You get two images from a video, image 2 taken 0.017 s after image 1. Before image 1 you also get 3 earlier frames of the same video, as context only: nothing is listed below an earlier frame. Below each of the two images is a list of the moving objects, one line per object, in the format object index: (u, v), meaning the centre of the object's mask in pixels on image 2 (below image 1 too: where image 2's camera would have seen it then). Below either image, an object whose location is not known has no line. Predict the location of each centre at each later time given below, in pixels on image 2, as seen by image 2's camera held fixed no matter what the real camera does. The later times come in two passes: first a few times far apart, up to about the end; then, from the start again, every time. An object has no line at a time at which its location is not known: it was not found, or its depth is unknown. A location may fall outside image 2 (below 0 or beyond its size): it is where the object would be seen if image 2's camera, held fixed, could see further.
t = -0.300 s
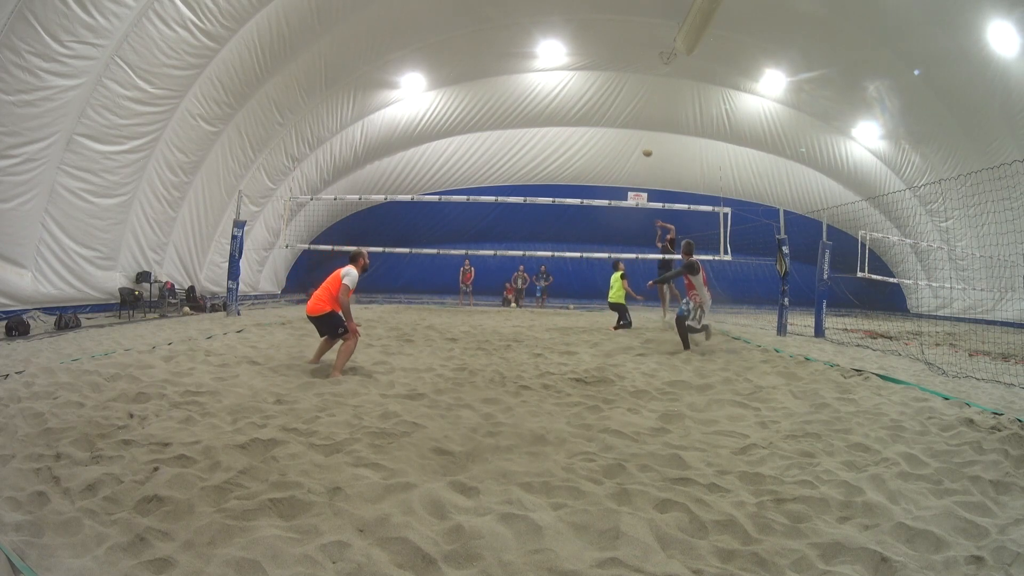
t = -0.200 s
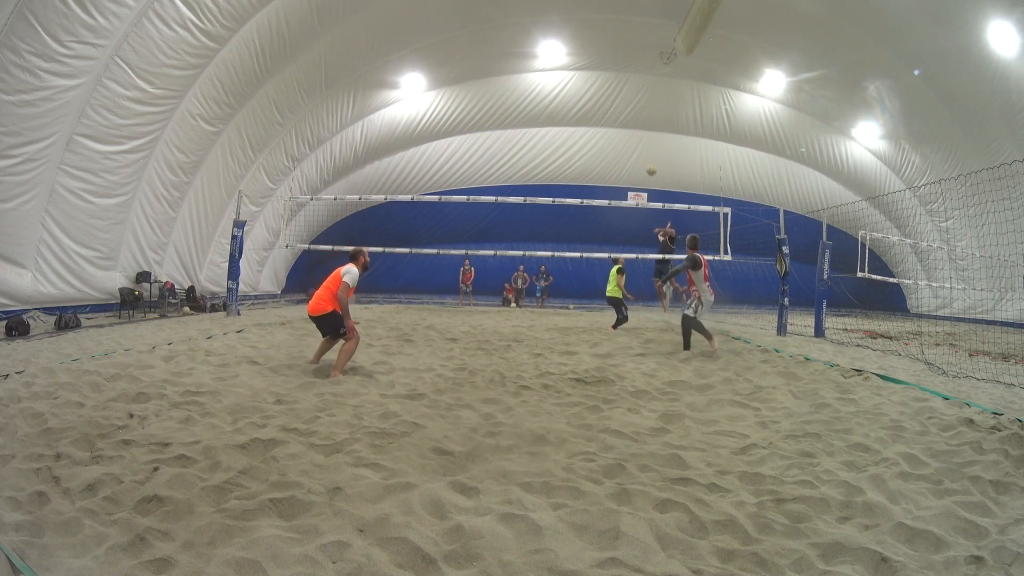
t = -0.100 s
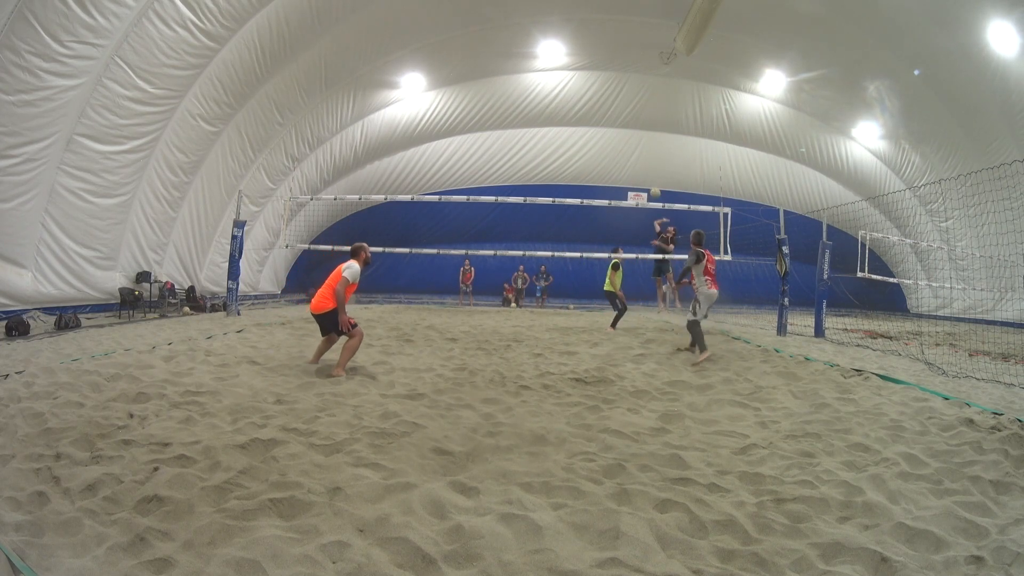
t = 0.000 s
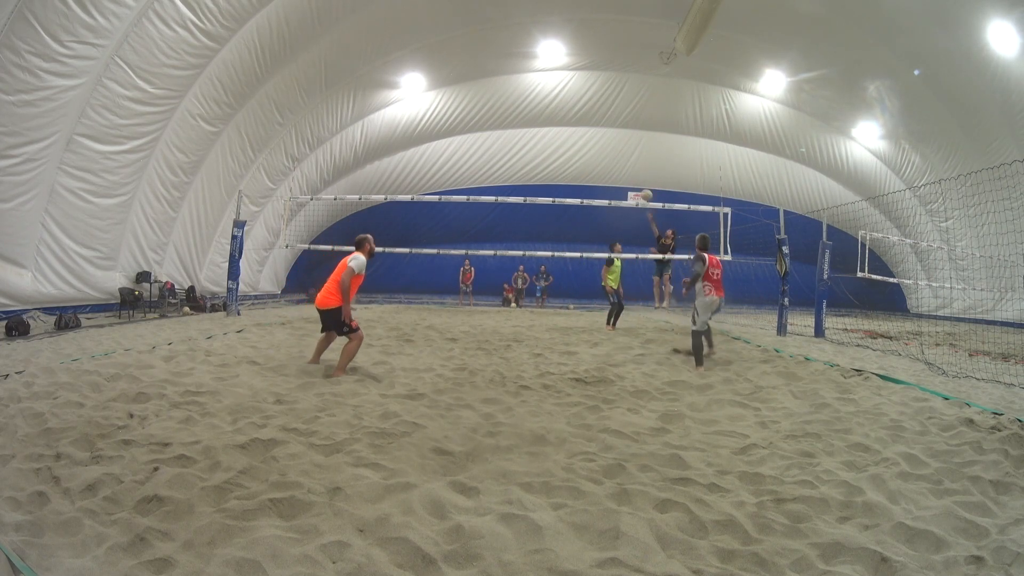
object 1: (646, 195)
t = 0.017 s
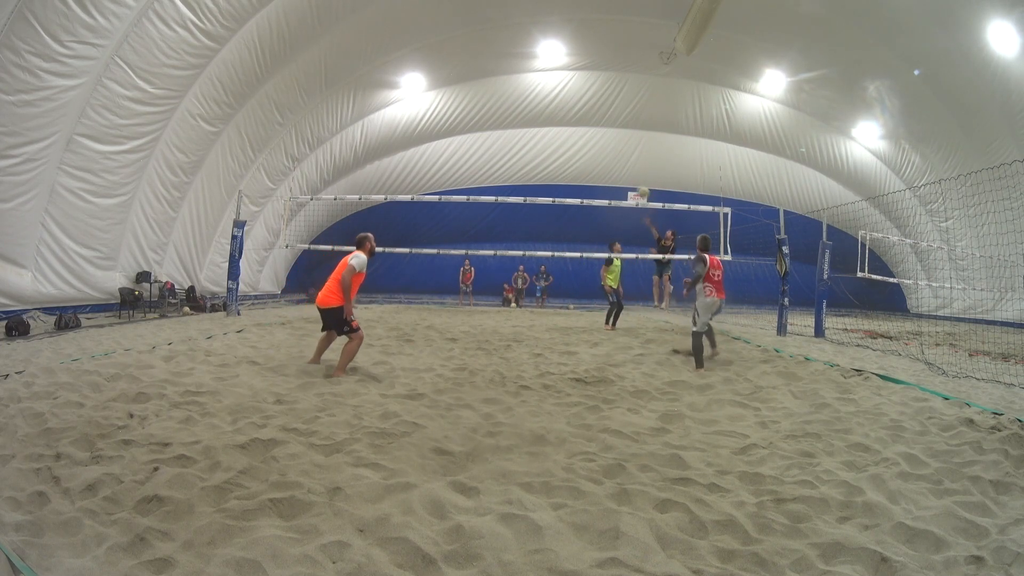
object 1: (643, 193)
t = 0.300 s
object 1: (551, 142)
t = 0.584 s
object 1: (299, 137)
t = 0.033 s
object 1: (639, 189)
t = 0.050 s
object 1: (635, 185)
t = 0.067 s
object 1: (632, 182)
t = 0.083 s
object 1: (627, 179)
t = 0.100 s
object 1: (623, 176)
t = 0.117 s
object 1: (618, 173)
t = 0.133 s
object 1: (614, 170)
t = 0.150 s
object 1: (610, 168)
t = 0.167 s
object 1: (604, 165)
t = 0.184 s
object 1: (598, 162)
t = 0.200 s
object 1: (593, 159)
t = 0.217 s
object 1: (586, 156)
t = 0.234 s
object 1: (580, 153)
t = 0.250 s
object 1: (574, 150)
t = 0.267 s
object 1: (566, 147)
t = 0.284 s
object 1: (558, 144)
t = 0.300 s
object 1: (551, 142)
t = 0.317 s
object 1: (542, 139)
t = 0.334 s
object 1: (534, 137)
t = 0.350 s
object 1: (525, 134)
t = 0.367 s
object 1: (514, 131)
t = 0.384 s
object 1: (504, 130)
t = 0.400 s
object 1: (494, 128)
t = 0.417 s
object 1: (481, 127)
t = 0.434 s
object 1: (468, 126)
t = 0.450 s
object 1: (456, 125)
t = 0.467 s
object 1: (439, 125)
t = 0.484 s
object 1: (424, 125)
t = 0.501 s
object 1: (406, 124)
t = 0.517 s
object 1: (389, 125)
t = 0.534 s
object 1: (369, 128)
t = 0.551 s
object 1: (347, 130)
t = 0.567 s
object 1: (322, 133)
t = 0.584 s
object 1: (299, 137)
